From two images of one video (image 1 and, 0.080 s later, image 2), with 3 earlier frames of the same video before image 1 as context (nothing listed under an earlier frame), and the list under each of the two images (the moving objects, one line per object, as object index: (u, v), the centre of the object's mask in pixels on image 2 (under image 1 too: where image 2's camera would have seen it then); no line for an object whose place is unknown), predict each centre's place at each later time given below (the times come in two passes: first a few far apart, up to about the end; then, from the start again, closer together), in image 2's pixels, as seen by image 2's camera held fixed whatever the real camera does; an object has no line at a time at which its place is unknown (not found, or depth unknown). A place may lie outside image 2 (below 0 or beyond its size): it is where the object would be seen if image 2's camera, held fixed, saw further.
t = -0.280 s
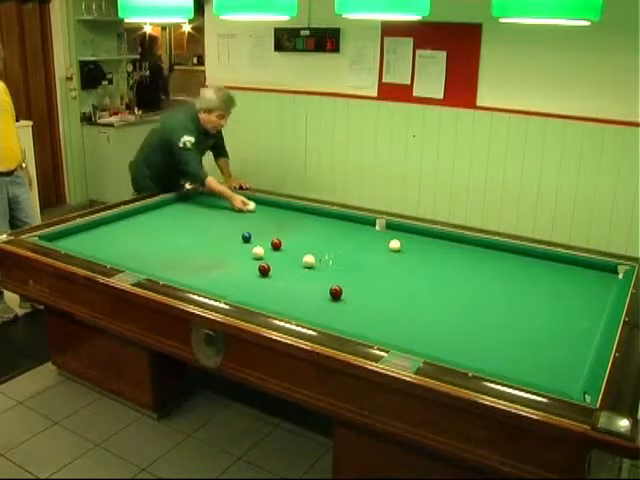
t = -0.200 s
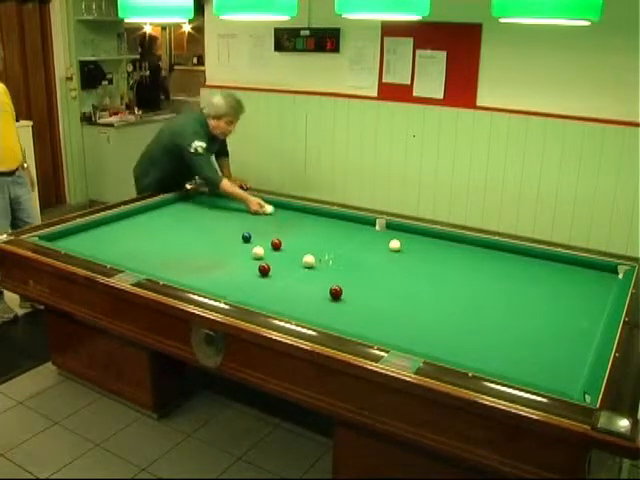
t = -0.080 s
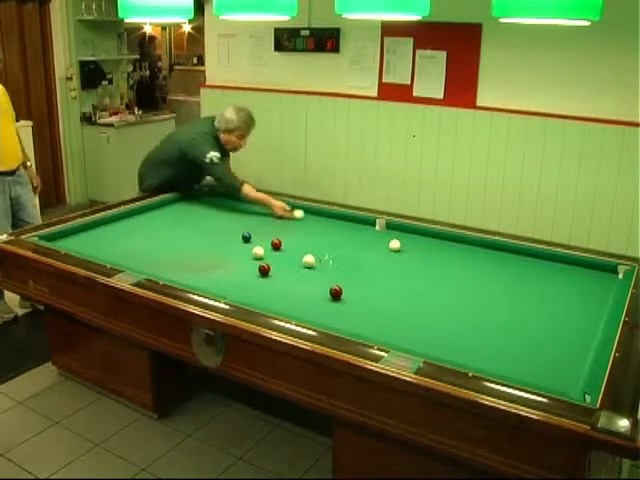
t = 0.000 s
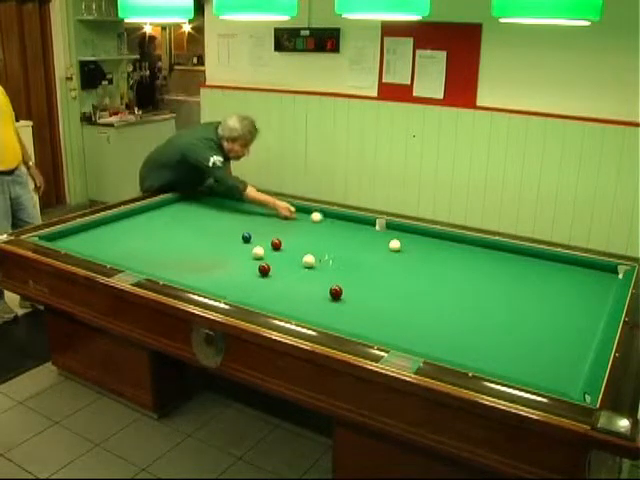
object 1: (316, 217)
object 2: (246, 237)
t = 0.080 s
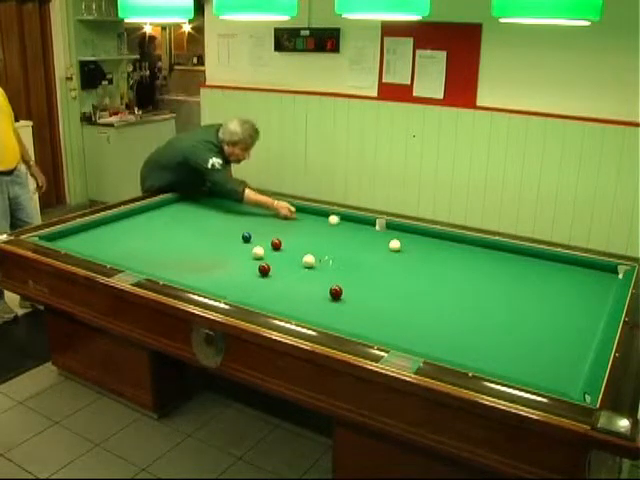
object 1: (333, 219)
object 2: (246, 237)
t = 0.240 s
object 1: (369, 225)
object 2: (246, 237)
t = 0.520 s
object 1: (434, 235)
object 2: (246, 237)
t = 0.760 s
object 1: (486, 246)
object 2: (246, 237)
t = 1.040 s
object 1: (550, 260)
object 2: (246, 237)
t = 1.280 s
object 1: (609, 273)
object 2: (246, 237)
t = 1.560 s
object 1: (571, 268)
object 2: (246, 237)
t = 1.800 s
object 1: (534, 262)
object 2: (246, 237)
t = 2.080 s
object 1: (493, 256)
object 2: (246, 237)
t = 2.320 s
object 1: (458, 250)
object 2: (246, 237)
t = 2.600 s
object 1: (421, 245)
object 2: (246, 237)
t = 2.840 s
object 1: (388, 239)
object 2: (246, 237)
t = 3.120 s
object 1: (356, 235)
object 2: (246, 237)
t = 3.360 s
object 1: (328, 231)
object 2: (246, 237)
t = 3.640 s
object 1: (297, 227)
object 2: (246, 237)
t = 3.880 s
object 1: (273, 222)
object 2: (246, 237)
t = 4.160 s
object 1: (245, 218)
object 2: (246, 237)
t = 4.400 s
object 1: (223, 215)
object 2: (246, 237)
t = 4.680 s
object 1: (199, 212)
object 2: (246, 237)
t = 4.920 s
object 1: (180, 209)
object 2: (246, 237)
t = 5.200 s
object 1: (158, 206)
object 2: (246, 237)
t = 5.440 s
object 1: (161, 208)
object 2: (246, 237)
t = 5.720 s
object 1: (169, 210)
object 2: (246, 237)
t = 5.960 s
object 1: (177, 213)
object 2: (246, 237)
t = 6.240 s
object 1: (185, 216)
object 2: (246, 237)
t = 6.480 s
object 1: (191, 218)
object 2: (246, 237)
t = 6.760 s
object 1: (199, 221)
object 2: (246, 237)
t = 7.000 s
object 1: (206, 223)
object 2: (246, 237)
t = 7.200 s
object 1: (213, 225)
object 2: (246, 237)
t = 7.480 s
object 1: (219, 227)
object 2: (246, 237)
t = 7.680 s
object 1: (225, 230)
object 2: (246, 237)
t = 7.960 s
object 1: (233, 232)
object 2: (246, 237)
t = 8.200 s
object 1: (236, 233)
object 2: (247, 237)
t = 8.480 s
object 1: (240, 234)
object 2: (250, 238)
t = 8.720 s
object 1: (241, 235)
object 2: (254, 239)
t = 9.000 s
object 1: (242, 235)
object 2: (258, 240)
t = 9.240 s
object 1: (243, 236)
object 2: (261, 240)
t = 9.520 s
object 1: (244, 236)
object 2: (263, 241)
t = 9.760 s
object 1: (245, 236)
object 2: (265, 242)
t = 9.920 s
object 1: (245, 236)
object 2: (266, 242)
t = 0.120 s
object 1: (343, 220)
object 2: (246, 237)
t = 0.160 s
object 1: (351, 222)
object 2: (246, 237)
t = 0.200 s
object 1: (360, 223)
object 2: (246, 237)
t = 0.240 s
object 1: (369, 225)
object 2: (246, 237)
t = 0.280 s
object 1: (379, 225)
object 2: (246, 237)
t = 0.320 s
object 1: (388, 227)
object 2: (246, 237)
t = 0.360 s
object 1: (396, 228)
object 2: (246, 237)
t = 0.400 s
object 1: (406, 230)
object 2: (246, 237)
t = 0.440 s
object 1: (415, 232)
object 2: (246, 237)
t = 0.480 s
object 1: (425, 233)
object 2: (246, 237)
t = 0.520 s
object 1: (434, 235)
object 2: (246, 237)
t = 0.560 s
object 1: (442, 237)
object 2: (246, 237)
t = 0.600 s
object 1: (451, 238)
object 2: (246, 237)
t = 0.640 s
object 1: (459, 240)
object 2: (246, 237)
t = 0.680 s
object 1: (468, 241)
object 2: (246, 237)
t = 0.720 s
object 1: (477, 243)
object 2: (246, 237)
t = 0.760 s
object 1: (486, 246)
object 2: (246, 237)
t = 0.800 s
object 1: (495, 248)
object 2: (246, 237)
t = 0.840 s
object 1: (503, 250)
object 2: (246, 237)
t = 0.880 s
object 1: (513, 251)
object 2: (246, 237)
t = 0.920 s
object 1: (522, 254)
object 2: (246, 237)
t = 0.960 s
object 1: (531, 255)
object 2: (246, 237)
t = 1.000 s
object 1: (540, 258)
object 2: (246, 237)
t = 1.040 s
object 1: (550, 260)
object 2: (246, 237)
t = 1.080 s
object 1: (560, 262)
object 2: (246, 237)
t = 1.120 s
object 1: (569, 264)
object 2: (246, 237)
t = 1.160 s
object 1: (579, 266)
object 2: (246, 237)
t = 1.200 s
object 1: (589, 268)
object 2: (246, 237)
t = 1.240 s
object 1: (599, 270)
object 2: (246, 237)
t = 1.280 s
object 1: (609, 273)
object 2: (246, 237)
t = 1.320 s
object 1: (614, 274)
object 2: (246, 237)
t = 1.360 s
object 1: (606, 273)
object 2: (246, 237)
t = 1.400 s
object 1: (598, 272)
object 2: (246, 237)
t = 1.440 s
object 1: (591, 270)
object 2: (246, 237)
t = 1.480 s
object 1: (584, 269)
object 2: (246, 237)
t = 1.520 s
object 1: (578, 268)
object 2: (246, 237)
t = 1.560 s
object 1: (571, 268)
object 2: (246, 237)
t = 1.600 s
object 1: (565, 267)
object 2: (246, 237)
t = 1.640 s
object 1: (559, 266)
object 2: (246, 237)
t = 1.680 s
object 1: (552, 265)
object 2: (246, 237)
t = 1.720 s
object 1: (547, 264)
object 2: (246, 237)
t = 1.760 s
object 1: (540, 263)
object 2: (246, 237)
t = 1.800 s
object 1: (534, 262)
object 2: (246, 237)
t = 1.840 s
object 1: (528, 261)
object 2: (246, 237)
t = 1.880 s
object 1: (522, 260)
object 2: (246, 237)
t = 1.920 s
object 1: (516, 259)
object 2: (246, 237)
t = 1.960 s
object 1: (510, 258)
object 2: (246, 237)
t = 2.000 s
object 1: (504, 258)
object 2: (246, 237)
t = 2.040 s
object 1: (499, 256)
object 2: (246, 237)
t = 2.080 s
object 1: (493, 256)
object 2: (246, 237)
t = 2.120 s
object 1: (487, 255)
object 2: (246, 237)
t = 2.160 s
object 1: (481, 254)
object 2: (246, 237)
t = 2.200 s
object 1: (475, 253)
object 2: (246, 237)
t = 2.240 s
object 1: (470, 252)
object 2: (246, 237)
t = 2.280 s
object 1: (464, 251)
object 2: (246, 237)
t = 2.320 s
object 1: (458, 250)
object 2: (246, 237)
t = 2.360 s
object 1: (453, 249)
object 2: (246, 237)
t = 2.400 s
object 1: (447, 249)
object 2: (246, 237)
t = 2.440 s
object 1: (442, 248)
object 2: (246, 237)
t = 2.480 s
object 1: (437, 247)
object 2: (246, 237)
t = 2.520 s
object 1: (431, 246)
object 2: (246, 237)
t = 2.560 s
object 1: (425, 246)
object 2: (246, 237)
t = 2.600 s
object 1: (421, 245)
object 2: (246, 237)
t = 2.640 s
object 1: (415, 244)
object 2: (246, 237)
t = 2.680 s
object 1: (410, 243)
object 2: (246, 237)
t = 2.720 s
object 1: (405, 242)
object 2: (246, 237)
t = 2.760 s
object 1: (401, 241)
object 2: (246, 237)
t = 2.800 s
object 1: (394, 238)
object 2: (246, 237)
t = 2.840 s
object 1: (388, 239)
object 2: (246, 237)
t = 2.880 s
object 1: (384, 239)
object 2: (246, 237)
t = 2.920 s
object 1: (379, 238)
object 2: (246, 237)
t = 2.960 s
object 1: (374, 238)
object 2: (246, 237)
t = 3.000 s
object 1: (370, 237)
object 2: (246, 237)
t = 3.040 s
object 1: (365, 237)
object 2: (246, 237)
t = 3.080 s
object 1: (360, 236)
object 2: (246, 237)
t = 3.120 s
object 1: (356, 235)
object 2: (246, 237)
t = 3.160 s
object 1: (351, 234)
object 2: (246, 237)
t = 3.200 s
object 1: (346, 233)
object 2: (246, 237)
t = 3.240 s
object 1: (341, 233)
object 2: (246, 237)
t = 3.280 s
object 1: (337, 232)
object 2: (246, 237)
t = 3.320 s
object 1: (332, 231)
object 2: (246, 237)
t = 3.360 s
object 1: (328, 231)
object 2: (246, 237)
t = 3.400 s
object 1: (323, 230)
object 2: (246, 237)
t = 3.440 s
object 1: (319, 229)
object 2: (246, 237)
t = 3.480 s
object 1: (314, 229)
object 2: (246, 237)
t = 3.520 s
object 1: (310, 229)
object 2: (246, 237)
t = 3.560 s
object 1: (306, 228)
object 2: (246, 237)
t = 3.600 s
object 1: (301, 227)
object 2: (246, 237)
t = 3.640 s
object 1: (297, 227)
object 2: (246, 237)
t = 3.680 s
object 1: (293, 226)
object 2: (246, 237)
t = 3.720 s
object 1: (289, 225)
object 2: (246, 237)
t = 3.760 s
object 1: (285, 224)
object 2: (246, 237)
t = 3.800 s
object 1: (281, 224)
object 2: (246, 237)
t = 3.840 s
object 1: (277, 223)
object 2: (246, 237)
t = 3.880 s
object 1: (273, 222)
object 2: (246, 237)
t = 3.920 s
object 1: (268, 222)
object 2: (246, 237)
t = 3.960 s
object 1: (265, 221)
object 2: (246, 237)
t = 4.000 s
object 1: (261, 221)
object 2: (246, 237)
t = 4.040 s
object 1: (257, 220)
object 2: (246, 237)
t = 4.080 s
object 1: (254, 219)
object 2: (246, 237)
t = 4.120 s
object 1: (249, 219)
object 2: (246, 237)
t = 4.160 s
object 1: (245, 218)
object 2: (246, 237)
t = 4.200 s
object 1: (242, 218)
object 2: (246, 237)
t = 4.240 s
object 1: (238, 217)
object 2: (246, 237)
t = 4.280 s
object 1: (234, 217)
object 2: (246, 237)
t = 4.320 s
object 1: (230, 216)
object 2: (246, 237)
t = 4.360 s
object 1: (227, 216)
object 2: (246, 237)
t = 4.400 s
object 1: (223, 215)
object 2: (246, 237)
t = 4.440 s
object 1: (220, 215)
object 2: (246, 237)
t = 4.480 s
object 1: (216, 214)
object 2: (246, 237)
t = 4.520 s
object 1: (213, 214)
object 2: (246, 237)
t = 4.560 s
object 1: (209, 214)
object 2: (246, 237)
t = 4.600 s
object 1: (206, 213)
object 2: (246, 237)
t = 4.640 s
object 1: (202, 212)
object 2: (246, 237)
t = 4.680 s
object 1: (199, 212)
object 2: (246, 237)
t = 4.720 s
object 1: (196, 212)
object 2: (246, 237)
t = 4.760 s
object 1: (192, 211)
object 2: (246, 237)
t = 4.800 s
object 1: (189, 211)
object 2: (246, 237)
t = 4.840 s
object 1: (186, 210)
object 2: (246, 237)
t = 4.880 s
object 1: (183, 210)
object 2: (246, 237)
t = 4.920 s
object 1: (180, 209)
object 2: (246, 237)
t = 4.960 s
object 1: (176, 209)
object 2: (246, 237)
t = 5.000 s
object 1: (173, 208)
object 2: (246, 237)
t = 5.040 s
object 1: (170, 208)
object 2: (246, 237)
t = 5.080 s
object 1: (167, 208)
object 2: (246, 237)
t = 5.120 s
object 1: (164, 207)
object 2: (246, 237)
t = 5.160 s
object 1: (161, 207)
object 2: (246, 237)
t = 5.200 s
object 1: (158, 206)
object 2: (246, 237)
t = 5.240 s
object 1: (155, 206)
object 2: (246, 237)
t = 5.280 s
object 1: (156, 206)
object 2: (246, 237)
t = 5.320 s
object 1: (158, 206)
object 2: (246, 237)
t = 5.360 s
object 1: (159, 207)
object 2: (246, 237)
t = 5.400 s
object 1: (161, 207)
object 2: (246, 237)
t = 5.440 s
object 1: (161, 208)
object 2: (246, 237)
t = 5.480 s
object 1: (163, 208)
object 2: (246, 237)
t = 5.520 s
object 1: (164, 209)
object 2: (246, 237)
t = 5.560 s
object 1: (165, 209)
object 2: (246, 237)
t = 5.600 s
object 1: (166, 210)
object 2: (246, 237)
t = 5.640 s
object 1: (167, 210)
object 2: (246, 237)
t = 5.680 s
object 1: (169, 210)
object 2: (246, 237)
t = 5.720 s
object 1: (169, 210)
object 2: (246, 237)
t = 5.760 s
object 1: (171, 211)
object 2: (246, 237)
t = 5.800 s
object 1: (172, 212)
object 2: (246, 237)
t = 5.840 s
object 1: (173, 212)
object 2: (246, 237)
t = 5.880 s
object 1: (175, 212)
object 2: (246, 237)
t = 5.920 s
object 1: (176, 213)
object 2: (246, 237)
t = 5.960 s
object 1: (177, 213)
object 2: (246, 237)
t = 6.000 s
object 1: (178, 214)
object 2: (246, 237)
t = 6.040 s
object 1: (179, 213)
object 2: (246, 237)
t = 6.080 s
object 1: (180, 214)
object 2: (246, 237)
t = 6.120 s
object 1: (181, 215)
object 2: (246, 237)
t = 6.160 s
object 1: (183, 215)
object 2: (246, 237)
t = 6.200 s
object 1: (184, 215)
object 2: (246, 237)
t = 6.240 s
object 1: (185, 216)
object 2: (246, 237)
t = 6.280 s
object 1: (186, 216)
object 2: (246, 237)
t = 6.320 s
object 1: (187, 217)
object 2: (246, 237)
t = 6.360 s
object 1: (188, 217)
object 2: (246, 237)
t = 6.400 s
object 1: (189, 217)
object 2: (246, 237)
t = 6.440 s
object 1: (190, 217)
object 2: (246, 237)
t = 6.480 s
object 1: (191, 218)
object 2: (246, 237)
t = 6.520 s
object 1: (192, 218)
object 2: (246, 237)
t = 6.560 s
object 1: (194, 219)
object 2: (246, 237)
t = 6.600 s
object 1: (195, 219)
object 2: (246, 237)
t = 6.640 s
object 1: (196, 220)
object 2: (246, 237)
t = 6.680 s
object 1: (197, 220)
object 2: (246, 237)
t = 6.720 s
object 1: (197, 220)
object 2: (246, 237)
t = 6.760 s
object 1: (199, 221)
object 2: (246, 237)
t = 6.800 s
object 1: (200, 221)
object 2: (246, 237)
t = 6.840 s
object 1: (201, 222)
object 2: (246, 237)
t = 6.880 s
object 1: (203, 222)
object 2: (246, 237)
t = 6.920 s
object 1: (204, 222)
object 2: (246, 237)
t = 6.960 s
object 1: (205, 223)
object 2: (246, 237)
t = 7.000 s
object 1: (206, 223)
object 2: (246, 237)
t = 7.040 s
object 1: (206, 223)
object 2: (246, 237)
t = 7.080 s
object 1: (208, 224)
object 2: (246, 237)
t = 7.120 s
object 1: (210, 224)
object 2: (246, 237)
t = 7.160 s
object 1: (211, 224)
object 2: (247, 237)
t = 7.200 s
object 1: (213, 225)
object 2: (246, 237)
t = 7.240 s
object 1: (214, 225)
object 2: (246, 237)
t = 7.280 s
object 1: (215, 226)
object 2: (246, 237)
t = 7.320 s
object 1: (216, 226)
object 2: (246, 237)
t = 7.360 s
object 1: (217, 227)
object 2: (246, 237)
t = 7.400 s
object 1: (218, 227)
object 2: (246, 237)
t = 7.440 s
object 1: (218, 227)
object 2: (246, 237)
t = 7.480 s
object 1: (219, 227)
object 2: (246, 237)
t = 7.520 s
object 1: (220, 228)
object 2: (246, 237)
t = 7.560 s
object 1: (221, 228)
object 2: (246, 237)
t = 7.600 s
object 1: (221, 228)
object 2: (246, 237)
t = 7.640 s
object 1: (223, 229)
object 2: (246, 237)
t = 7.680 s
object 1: (225, 230)
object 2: (246, 237)
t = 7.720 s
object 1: (227, 230)
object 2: (246, 237)
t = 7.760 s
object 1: (227, 230)
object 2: (246, 237)
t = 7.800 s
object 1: (228, 230)
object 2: (246, 237)
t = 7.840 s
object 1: (229, 231)
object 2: (246, 237)
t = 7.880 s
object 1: (230, 231)
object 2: (246, 237)
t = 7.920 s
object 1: (231, 231)
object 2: (246, 237)
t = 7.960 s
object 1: (233, 232)
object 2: (246, 237)
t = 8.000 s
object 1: (233, 232)
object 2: (246, 237)
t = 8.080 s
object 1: (234, 233)
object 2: (246, 237)
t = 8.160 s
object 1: (236, 233)
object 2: (246, 237)
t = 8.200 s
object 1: (236, 233)
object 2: (247, 237)
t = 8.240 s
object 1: (237, 233)
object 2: (246, 237)
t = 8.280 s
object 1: (238, 233)
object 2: (247, 237)
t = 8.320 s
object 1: (238, 233)
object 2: (247, 237)
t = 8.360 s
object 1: (238, 234)
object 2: (249, 237)
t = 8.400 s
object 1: (239, 234)
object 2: (249, 238)
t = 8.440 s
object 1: (239, 234)
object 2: (250, 238)
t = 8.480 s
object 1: (240, 234)
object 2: (250, 238)
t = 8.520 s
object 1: (240, 235)
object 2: (251, 238)
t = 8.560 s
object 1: (240, 235)
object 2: (251, 238)
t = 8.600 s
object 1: (241, 235)
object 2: (252, 238)
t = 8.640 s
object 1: (241, 235)
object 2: (253, 239)
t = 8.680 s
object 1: (240, 235)
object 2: (253, 239)
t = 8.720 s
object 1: (241, 235)
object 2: (254, 239)
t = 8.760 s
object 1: (241, 235)
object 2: (254, 239)
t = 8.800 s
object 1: (241, 235)
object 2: (255, 239)
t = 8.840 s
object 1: (241, 235)
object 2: (255, 239)
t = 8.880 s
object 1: (241, 235)
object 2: (256, 240)
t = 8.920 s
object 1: (242, 235)
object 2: (256, 239)
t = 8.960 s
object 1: (242, 235)
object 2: (257, 239)
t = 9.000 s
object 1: (242, 235)
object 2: (258, 240)
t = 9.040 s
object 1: (242, 235)
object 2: (258, 240)
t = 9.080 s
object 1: (243, 236)
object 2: (259, 240)
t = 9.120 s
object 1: (243, 236)
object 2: (259, 240)
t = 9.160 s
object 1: (243, 236)
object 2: (259, 240)
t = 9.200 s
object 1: (243, 236)
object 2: (259, 240)
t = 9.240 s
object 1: (243, 236)
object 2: (261, 240)
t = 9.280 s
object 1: (244, 236)
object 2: (261, 240)
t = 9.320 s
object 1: (244, 236)
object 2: (261, 241)
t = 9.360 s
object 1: (244, 236)
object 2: (262, 241)
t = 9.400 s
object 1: (244, 236)
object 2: (262, 241)
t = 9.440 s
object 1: (245, 236)
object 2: (262, 240)
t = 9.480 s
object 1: (244, 236)
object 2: (262, 241)
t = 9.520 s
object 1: (244, 236)
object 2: (263, 241)
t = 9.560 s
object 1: (245, 236)
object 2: (263, 241)
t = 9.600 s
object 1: (245, 236)
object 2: (263, 241)
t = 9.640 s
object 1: (245, 236)
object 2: (264, 241)
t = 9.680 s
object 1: (245, 236)
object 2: (264, 241)
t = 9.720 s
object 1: (245, 236)
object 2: (265, 241)
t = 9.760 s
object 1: (245, 236)
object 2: (265, 242)
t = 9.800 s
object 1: (245, 236)
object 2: (265, 241)
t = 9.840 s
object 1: (245, 236)
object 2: (266, 241)
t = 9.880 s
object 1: (245, 236)
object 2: (266, 242)
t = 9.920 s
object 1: (245, 236)
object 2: (266, 242)
